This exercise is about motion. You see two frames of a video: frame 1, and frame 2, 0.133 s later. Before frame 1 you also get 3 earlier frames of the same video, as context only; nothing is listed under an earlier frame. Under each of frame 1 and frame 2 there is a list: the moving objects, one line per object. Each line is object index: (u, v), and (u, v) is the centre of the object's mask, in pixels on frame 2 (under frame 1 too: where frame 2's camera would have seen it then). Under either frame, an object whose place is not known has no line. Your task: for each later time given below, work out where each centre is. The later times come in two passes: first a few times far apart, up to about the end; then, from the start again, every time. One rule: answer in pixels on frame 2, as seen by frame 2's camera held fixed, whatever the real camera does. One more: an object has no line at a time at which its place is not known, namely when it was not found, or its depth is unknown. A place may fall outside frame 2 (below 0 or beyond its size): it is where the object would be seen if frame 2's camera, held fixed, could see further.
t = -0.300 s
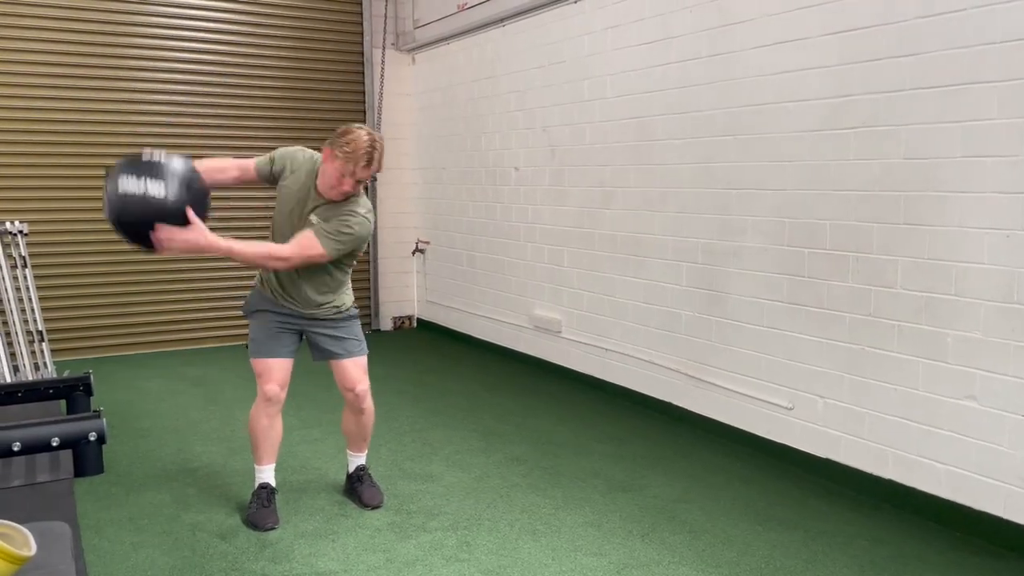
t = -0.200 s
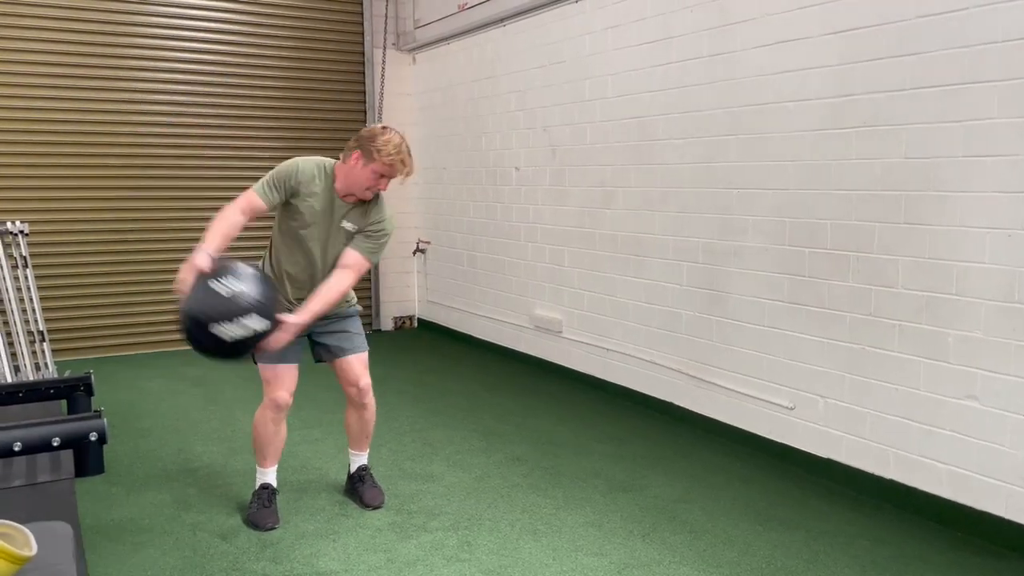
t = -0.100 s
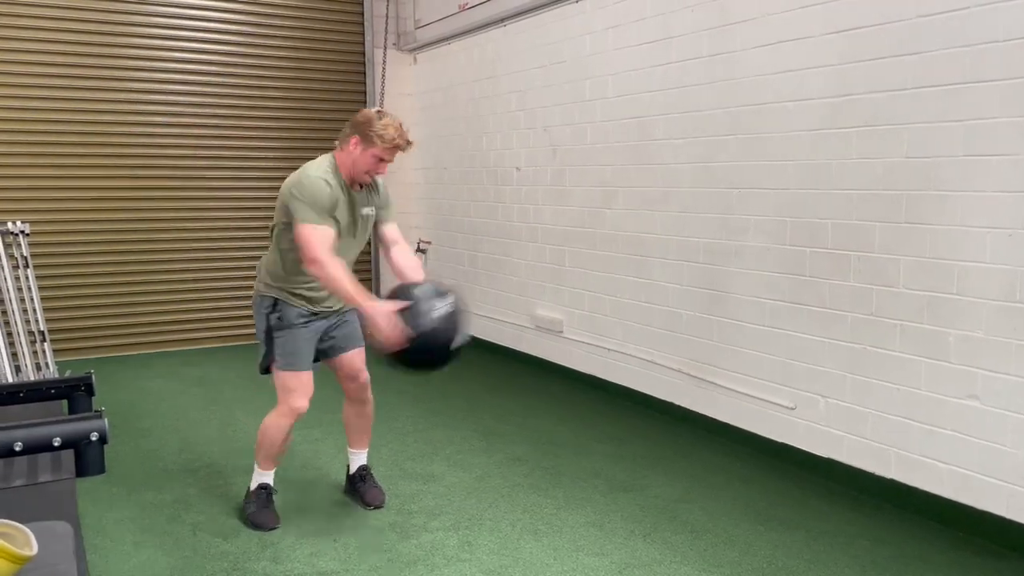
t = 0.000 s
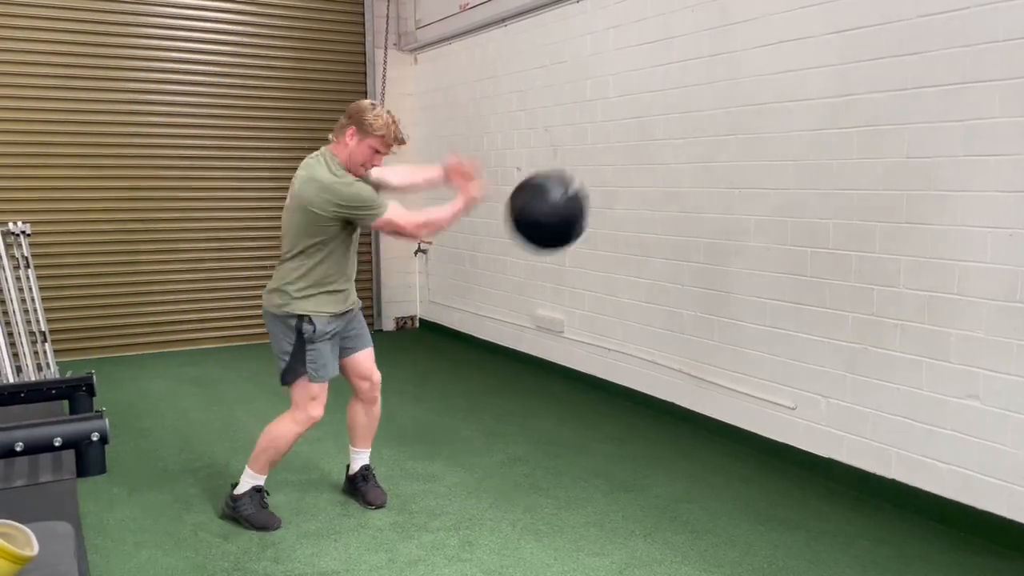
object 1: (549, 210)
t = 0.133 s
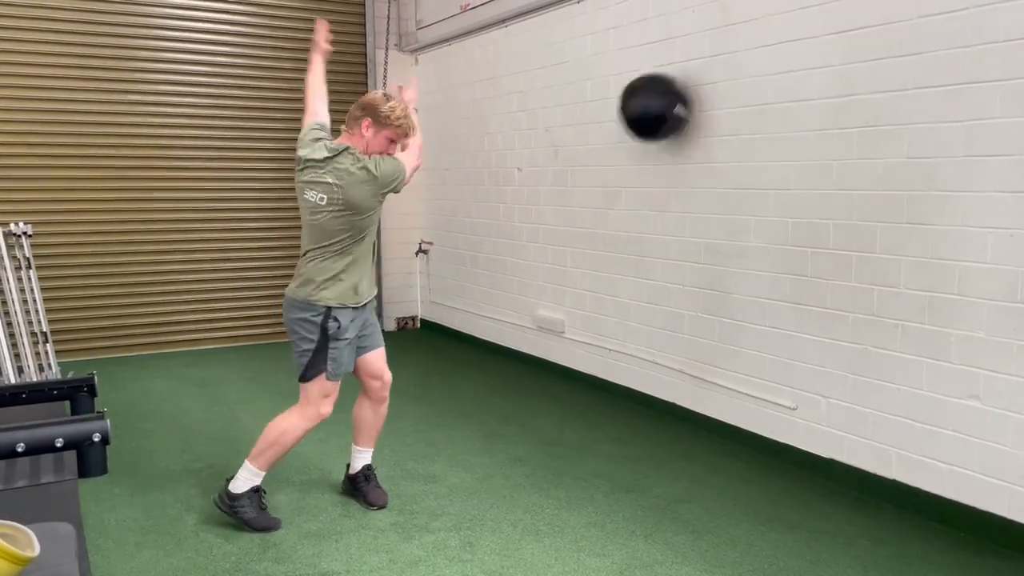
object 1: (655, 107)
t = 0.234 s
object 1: (591, 76)
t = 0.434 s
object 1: (438, 68)
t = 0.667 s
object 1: (258, 158)
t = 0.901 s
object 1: (94, 339)
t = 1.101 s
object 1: (47, 336)
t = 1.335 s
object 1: (106, 332)
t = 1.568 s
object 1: (161, 336)
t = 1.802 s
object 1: (196, 337)
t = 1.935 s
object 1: (214, 334)
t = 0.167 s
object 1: (646, 95)
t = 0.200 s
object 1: (617, 84)
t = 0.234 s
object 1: (591, 76)
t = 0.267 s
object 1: (564, 69)
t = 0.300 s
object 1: (539, 65)
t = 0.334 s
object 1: (513, 63)
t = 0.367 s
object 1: (487, 64)
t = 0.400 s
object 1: (462, 66)
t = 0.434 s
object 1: (438, 68)
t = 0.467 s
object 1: (410, 69)
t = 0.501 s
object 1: (387, 74)
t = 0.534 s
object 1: (348, 87)
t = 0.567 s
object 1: (337, 98)
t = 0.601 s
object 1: (292, 123)
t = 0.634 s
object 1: (280, 139)
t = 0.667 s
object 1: (258, 158)
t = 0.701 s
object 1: (233, 178)
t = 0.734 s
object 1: (210, 200)
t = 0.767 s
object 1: (187, 223)
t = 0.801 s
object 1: (164, 249)
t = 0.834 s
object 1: (141, 276)
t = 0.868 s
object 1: (117, 307)
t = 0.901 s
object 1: (94, 339)
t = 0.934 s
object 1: (79, 354)
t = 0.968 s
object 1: (72, 348)
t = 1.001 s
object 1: (66, 343)
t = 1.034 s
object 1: (59, 339)
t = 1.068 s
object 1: (53, 336)
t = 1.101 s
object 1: (47, 336)
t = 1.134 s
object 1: (44, 335)
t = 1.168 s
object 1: (53, 330)
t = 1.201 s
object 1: (64, 327)
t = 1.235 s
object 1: (75, 326)
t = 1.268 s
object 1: (86, 326)
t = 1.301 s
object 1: (96, 327)
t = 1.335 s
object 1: (106, 332)
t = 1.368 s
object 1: (116, 336)
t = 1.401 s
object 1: (126, 342)
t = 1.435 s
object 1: (136, 351)
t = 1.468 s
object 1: (144, 352)
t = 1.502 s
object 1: (150, 346)
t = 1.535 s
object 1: (155, 340)
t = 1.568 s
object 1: (161, 336)
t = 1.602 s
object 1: (166, 334)
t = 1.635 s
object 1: (172, 333)
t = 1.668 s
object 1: (177, 334)
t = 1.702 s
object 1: (182, 337)
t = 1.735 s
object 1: (187, 340)
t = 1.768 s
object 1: (192, 340)
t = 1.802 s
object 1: (196, 337)
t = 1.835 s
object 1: (201, 334)
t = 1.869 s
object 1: (205, 334)
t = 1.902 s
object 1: (209, 334)
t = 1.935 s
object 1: (214, 334)
